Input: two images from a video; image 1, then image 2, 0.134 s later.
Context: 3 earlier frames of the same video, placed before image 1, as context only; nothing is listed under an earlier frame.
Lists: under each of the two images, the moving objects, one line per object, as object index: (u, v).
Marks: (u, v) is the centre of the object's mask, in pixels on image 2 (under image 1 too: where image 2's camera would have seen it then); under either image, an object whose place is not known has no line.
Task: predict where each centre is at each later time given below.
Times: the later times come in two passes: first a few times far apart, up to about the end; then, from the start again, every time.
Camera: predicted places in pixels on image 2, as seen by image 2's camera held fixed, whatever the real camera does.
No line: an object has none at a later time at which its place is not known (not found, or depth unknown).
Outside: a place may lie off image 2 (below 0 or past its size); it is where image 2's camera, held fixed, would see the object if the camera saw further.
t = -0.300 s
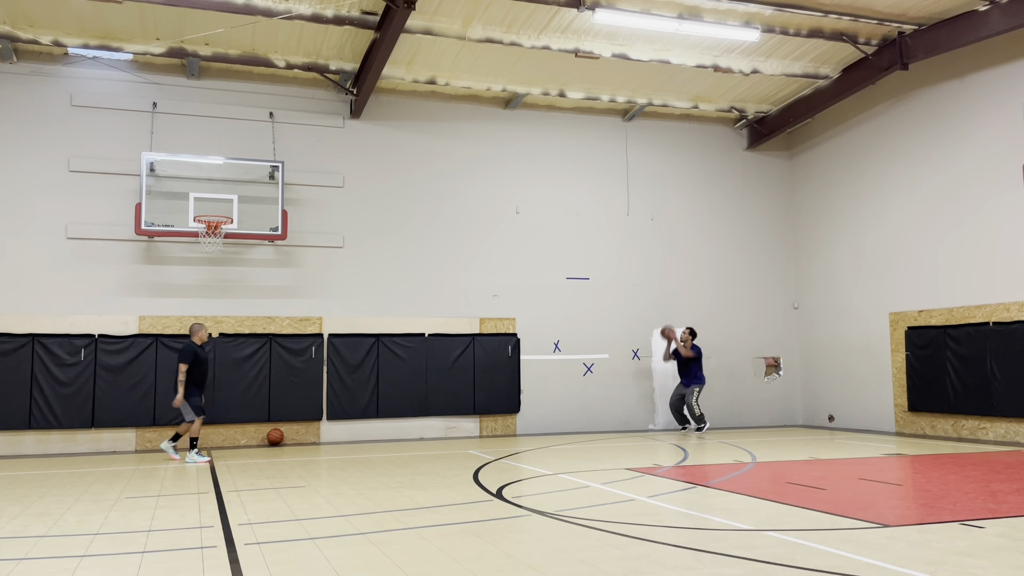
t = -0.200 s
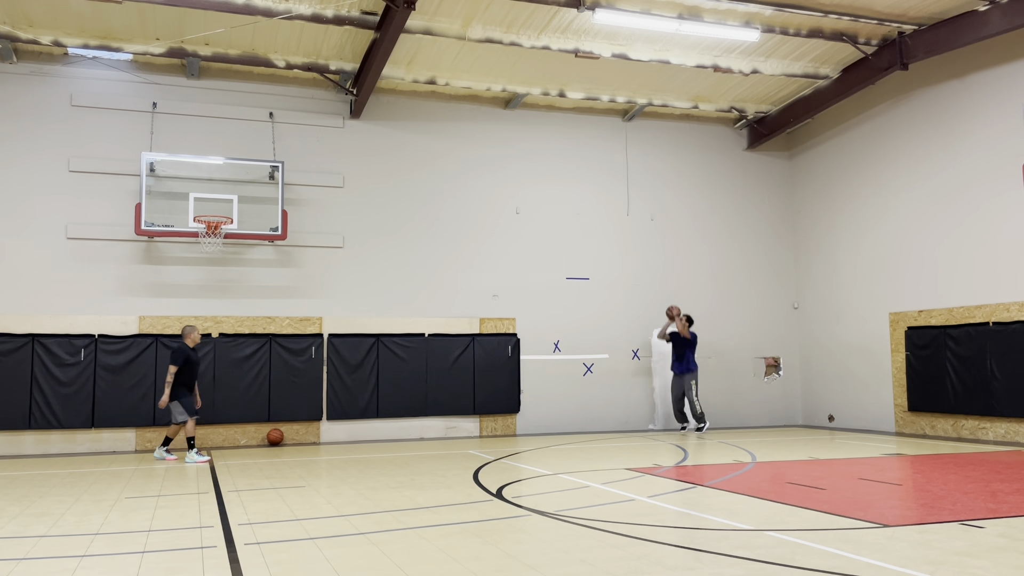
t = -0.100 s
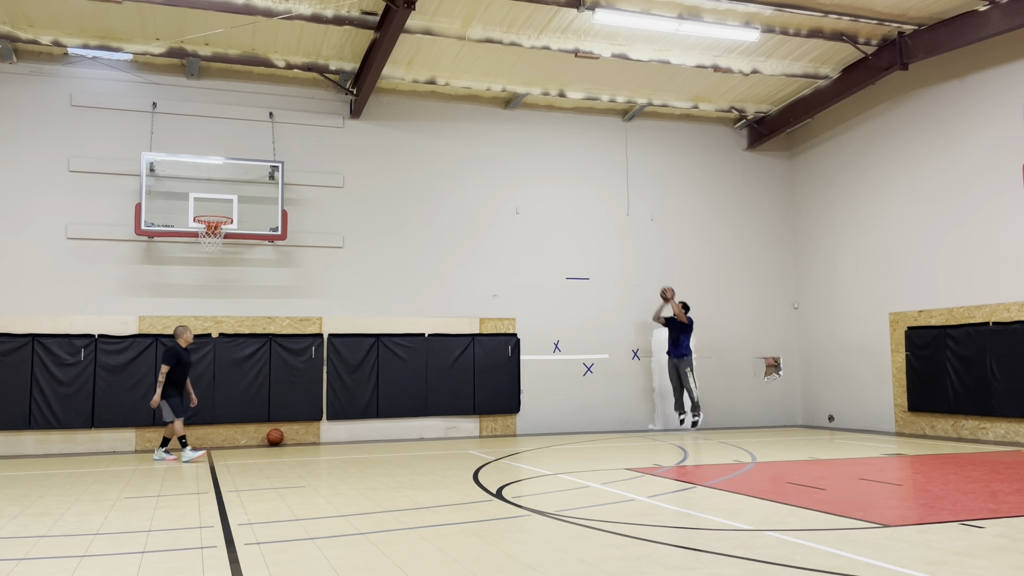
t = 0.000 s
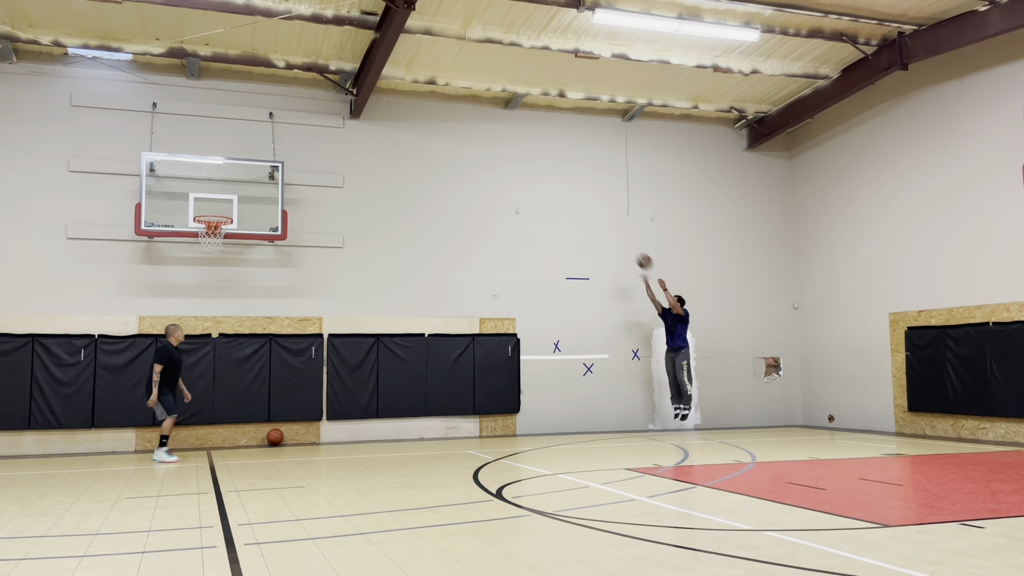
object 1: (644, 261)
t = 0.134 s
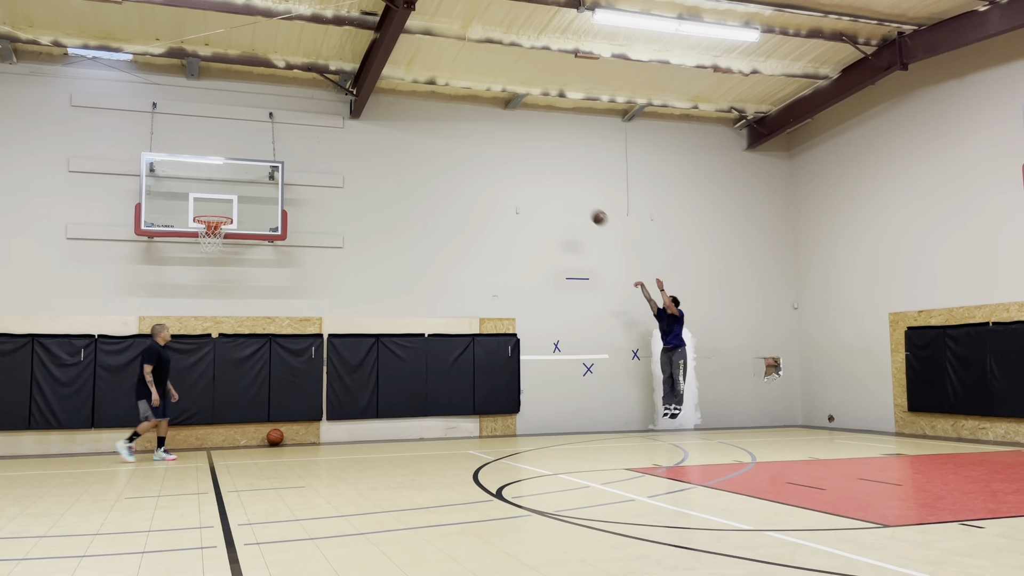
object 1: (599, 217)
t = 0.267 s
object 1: (553, 182)
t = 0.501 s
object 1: (471, 145)
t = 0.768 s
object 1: (371, 143)
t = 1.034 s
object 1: (264, 190)
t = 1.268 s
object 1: (210, 173)
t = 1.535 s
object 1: (174, 146)
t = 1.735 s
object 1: (145, 160)
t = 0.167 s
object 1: (587, 208)
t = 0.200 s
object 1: (576, 199)
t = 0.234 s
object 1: (565, 190)
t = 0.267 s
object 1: (553, 182)
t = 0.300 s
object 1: (542, 175)
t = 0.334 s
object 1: (530, 169)
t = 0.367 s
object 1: (518, 163)
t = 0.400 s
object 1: (507, 157)
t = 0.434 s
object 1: (495, 153)
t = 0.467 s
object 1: (483, 149)
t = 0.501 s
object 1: (471, 145)
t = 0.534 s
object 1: (459, 143)
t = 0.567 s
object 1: (446, 141)
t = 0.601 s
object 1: (434, 139)
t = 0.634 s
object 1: (422, 139)
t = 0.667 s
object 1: (409, 138)
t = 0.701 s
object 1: (397, 139)
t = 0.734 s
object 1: (384, 141)
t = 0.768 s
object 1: (371, 143)
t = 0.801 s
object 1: (359, 146)
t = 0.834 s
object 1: (345, 150)
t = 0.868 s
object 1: (332, 154)
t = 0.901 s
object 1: (318, 160)
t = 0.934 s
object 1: (305, 166)
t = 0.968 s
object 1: (292, 173)
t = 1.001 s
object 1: (277, 181)
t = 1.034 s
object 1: (264, 190)
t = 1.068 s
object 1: (249, 199)
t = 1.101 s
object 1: (234, 210)
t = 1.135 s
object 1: (228, 206)
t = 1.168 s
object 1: (223, 196)
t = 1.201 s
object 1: (219, 187)
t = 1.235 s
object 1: (214, 180)
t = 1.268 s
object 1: (210, 173)
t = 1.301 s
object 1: (206, 167)
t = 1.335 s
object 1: (201, 161)
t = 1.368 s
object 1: (196, 157)
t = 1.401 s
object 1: (192, 153)
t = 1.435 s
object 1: (187, 150)
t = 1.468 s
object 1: (183, 148)
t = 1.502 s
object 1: (178, 146)
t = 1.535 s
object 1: (174, 146)
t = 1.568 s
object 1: (169, 146)
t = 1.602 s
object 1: (164, 147)
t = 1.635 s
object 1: (160, 149)
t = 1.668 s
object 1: (155, 151)
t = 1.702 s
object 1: (150, 155)
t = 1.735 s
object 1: (145, 160)
